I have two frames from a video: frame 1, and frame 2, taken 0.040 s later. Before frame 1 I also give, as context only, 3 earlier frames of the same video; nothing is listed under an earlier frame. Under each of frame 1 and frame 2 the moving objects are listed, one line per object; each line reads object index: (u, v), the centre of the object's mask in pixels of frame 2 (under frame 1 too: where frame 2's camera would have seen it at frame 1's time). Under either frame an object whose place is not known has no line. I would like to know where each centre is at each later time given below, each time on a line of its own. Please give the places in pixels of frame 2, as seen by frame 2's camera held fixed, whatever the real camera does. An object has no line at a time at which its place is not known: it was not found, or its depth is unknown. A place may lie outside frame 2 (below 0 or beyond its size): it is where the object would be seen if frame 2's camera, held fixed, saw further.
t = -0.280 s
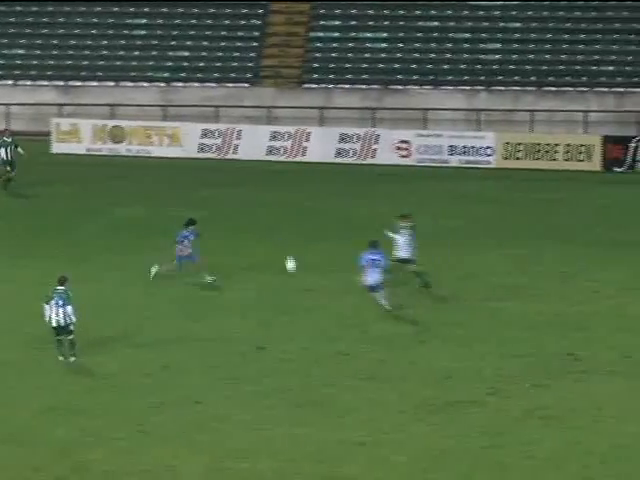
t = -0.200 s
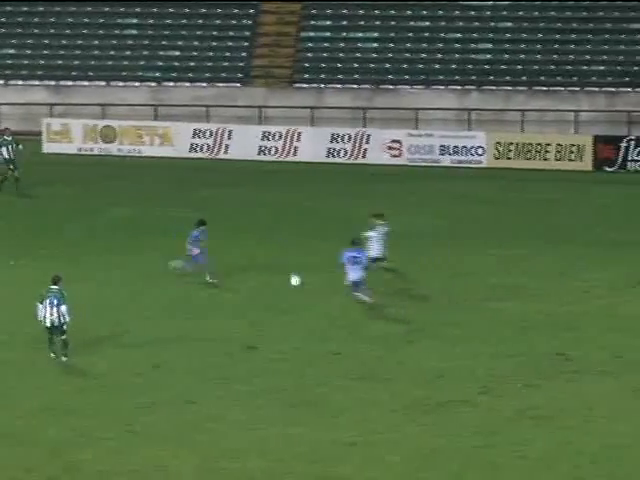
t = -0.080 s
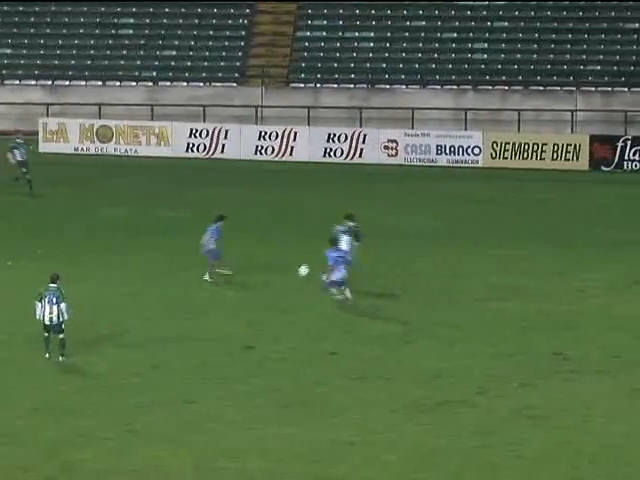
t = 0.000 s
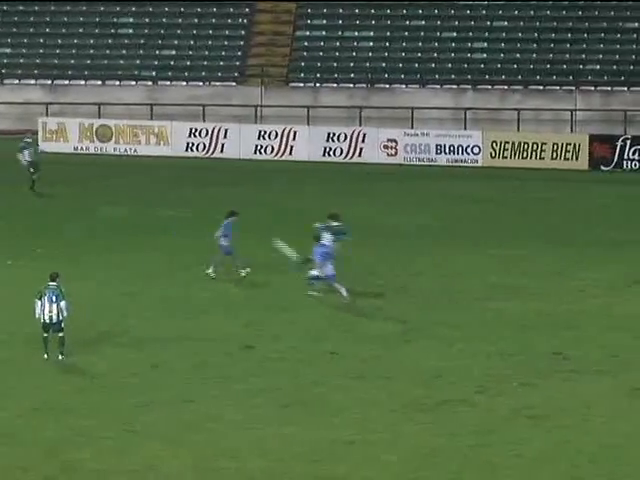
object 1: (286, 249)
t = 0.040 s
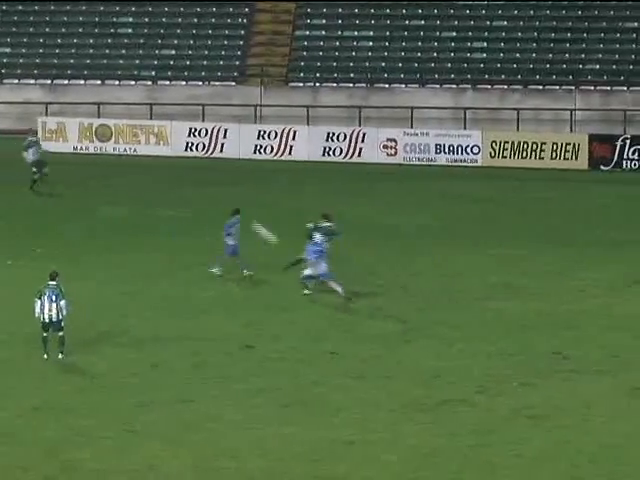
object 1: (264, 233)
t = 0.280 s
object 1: (136, 147)
